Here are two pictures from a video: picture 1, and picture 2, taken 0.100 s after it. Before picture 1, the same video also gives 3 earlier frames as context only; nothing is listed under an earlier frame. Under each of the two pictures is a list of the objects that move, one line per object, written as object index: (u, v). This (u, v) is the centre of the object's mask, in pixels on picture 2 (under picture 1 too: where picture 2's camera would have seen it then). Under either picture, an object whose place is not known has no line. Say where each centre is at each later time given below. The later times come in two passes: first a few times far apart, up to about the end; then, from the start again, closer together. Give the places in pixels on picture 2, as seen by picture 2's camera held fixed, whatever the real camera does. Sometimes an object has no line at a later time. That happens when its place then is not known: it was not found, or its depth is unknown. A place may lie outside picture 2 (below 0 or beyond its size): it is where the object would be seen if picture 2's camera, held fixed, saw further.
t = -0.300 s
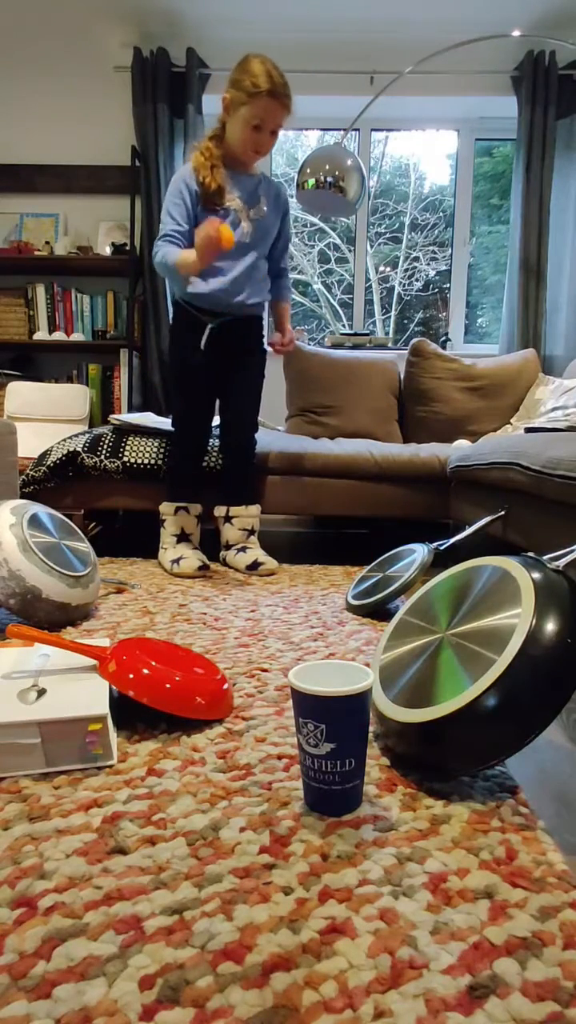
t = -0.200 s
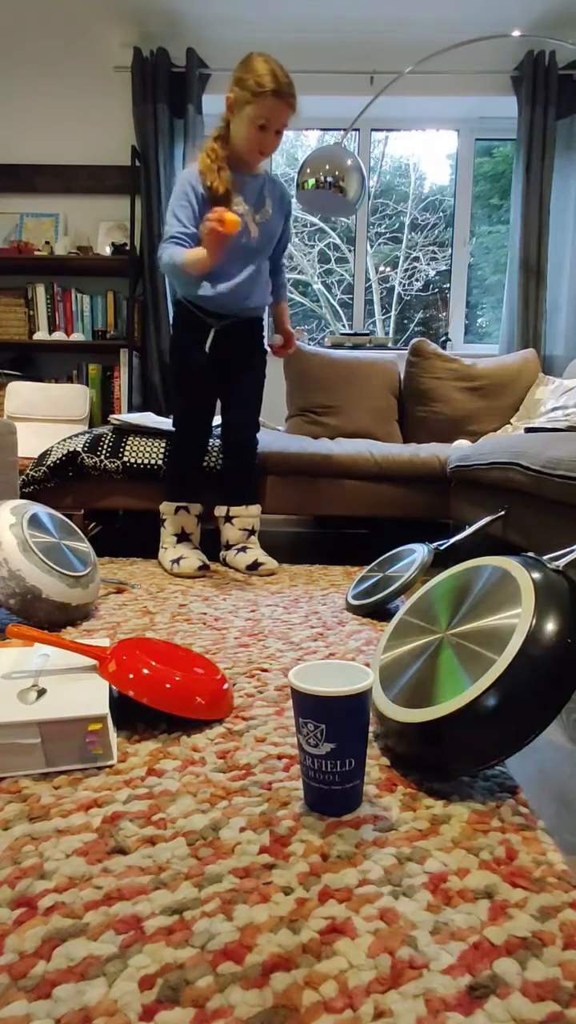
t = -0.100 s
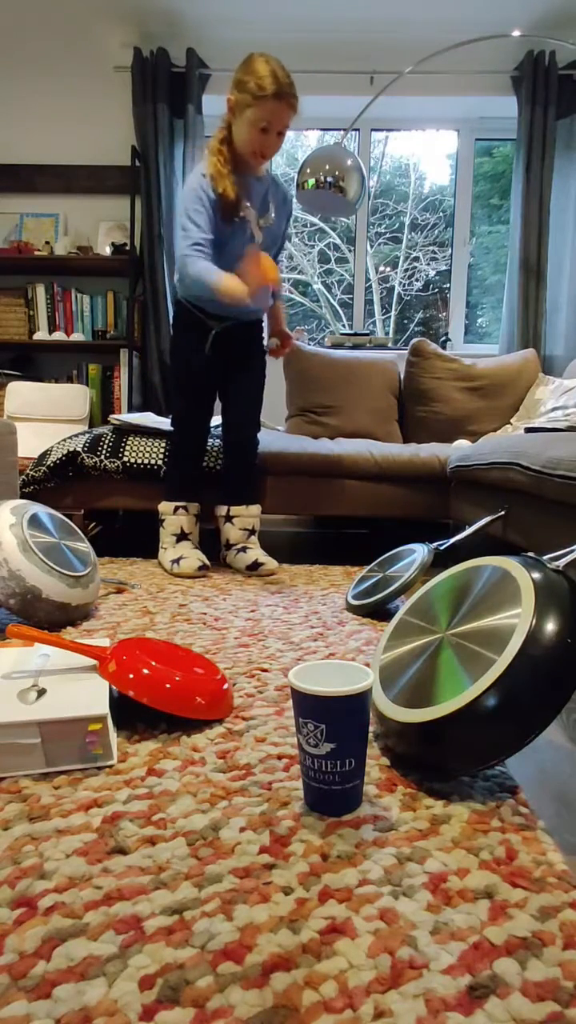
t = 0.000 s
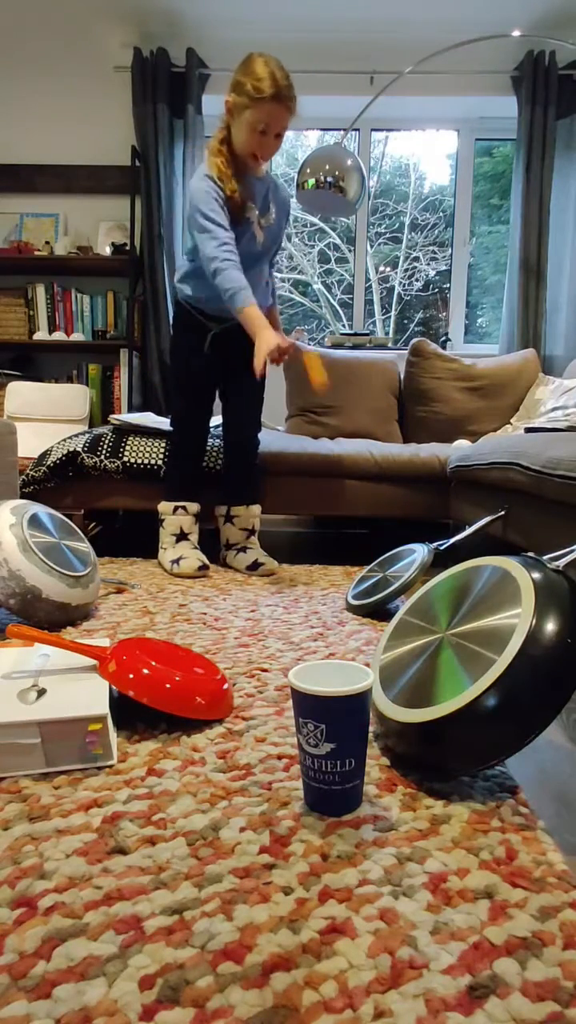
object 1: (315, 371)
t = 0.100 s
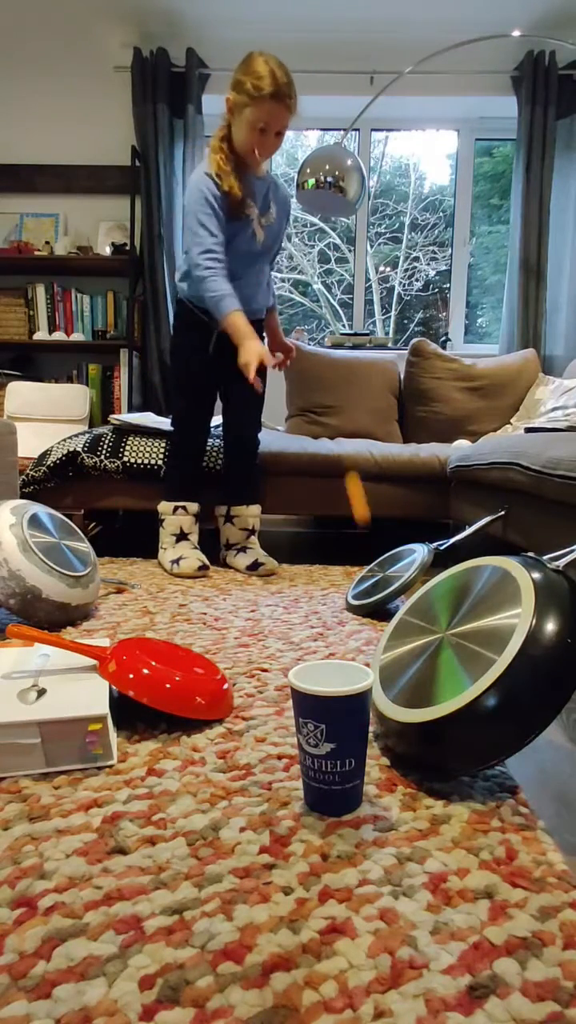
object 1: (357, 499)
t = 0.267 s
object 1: (240, 519)
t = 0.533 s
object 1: (99, 493)
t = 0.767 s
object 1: (182, 605)
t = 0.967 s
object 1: (362, 631)
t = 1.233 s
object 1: (315, 680)
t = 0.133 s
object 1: (368, 542)
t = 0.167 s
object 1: (351, 554)
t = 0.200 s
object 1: (317, 539)
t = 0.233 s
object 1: (281, 527)
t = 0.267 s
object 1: (240, 519)
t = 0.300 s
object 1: (204, 518)
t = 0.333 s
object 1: (156, 523)
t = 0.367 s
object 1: (118, 534)
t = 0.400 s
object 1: (80, 549)
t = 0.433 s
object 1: (74, 535)
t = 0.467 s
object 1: (83, 516)
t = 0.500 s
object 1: (90, 503)
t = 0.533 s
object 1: (99, 493)
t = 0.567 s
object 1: (110, 489)
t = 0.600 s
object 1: (120, 490)
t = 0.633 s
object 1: (132, 499)
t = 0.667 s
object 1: (143, 514)
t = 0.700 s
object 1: (153, 535)
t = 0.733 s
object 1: (167, 565)
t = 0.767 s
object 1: (182, 605)
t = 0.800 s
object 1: (201, 657)
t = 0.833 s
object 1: (230, 641)
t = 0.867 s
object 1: (259, 628)
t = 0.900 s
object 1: (292, 624)
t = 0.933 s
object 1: (327, 624)
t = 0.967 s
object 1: (362, 631)
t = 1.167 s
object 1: (341, 669)
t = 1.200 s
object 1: (316, 677)
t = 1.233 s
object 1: (315, 680)
